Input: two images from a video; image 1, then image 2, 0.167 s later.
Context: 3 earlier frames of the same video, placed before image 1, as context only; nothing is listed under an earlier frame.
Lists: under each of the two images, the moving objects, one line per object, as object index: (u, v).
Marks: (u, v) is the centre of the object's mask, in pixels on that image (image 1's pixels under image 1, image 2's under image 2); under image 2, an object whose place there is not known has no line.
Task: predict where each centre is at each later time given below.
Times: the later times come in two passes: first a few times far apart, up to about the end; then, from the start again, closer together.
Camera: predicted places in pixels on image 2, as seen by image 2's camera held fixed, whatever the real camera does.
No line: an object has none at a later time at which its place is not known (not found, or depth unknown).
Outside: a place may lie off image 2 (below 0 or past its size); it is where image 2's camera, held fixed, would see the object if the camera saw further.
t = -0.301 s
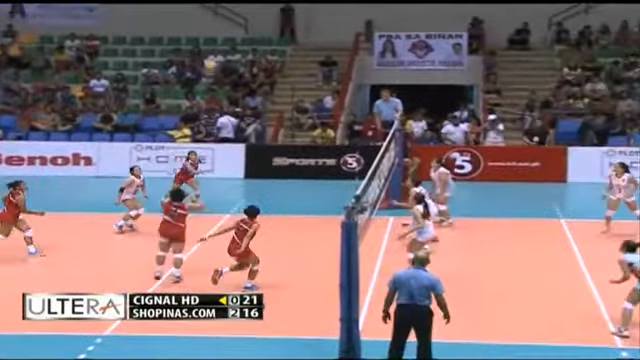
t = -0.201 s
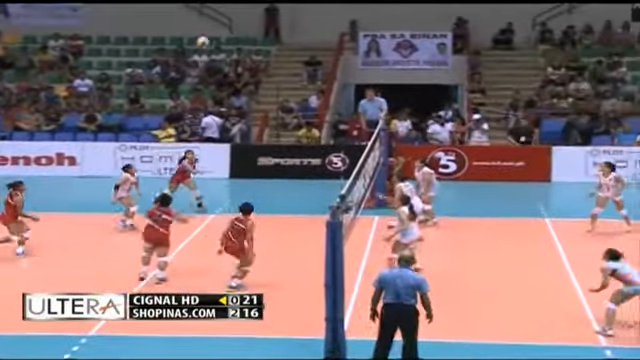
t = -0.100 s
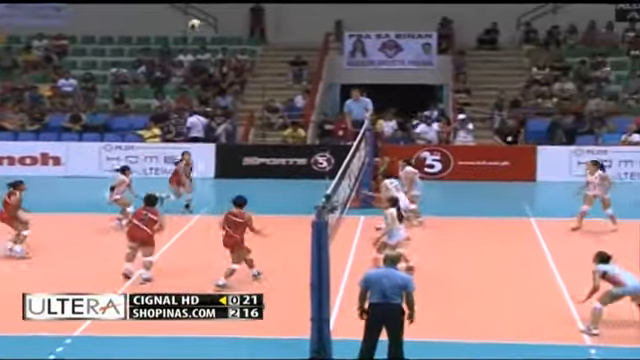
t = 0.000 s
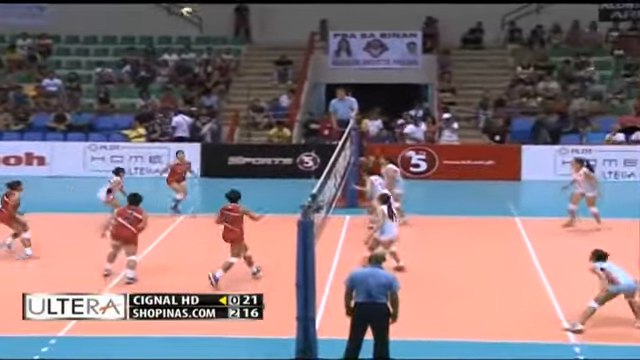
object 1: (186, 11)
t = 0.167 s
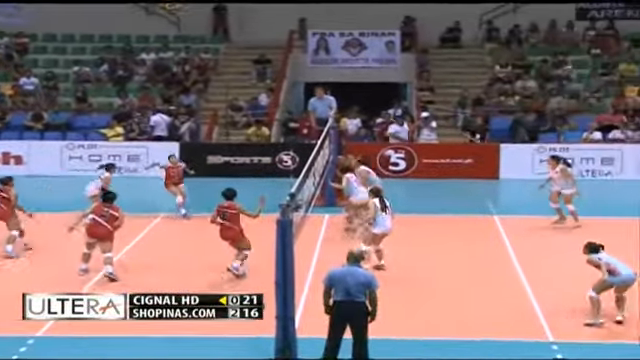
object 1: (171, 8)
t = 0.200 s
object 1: (171, 8)
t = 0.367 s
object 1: (193, 12)
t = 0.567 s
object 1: (207, 35)
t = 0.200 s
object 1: (171, 8)
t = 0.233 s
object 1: (182, 9)
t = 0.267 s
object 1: (184, 8)
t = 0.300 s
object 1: (185, 9)
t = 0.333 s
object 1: (189, 10)
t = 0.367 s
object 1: (193, 12)
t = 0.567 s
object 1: (207, 35)
